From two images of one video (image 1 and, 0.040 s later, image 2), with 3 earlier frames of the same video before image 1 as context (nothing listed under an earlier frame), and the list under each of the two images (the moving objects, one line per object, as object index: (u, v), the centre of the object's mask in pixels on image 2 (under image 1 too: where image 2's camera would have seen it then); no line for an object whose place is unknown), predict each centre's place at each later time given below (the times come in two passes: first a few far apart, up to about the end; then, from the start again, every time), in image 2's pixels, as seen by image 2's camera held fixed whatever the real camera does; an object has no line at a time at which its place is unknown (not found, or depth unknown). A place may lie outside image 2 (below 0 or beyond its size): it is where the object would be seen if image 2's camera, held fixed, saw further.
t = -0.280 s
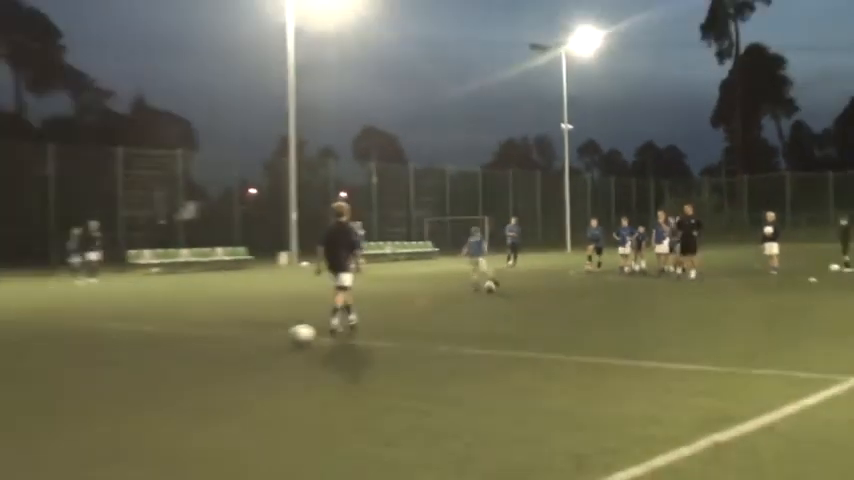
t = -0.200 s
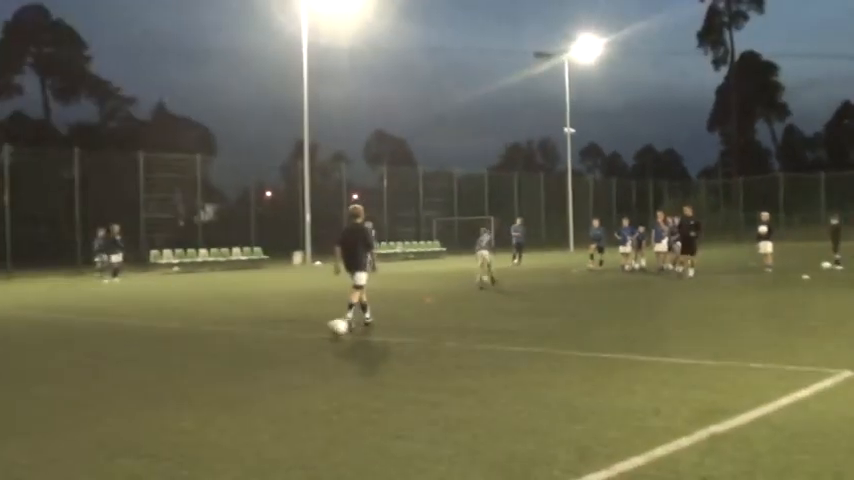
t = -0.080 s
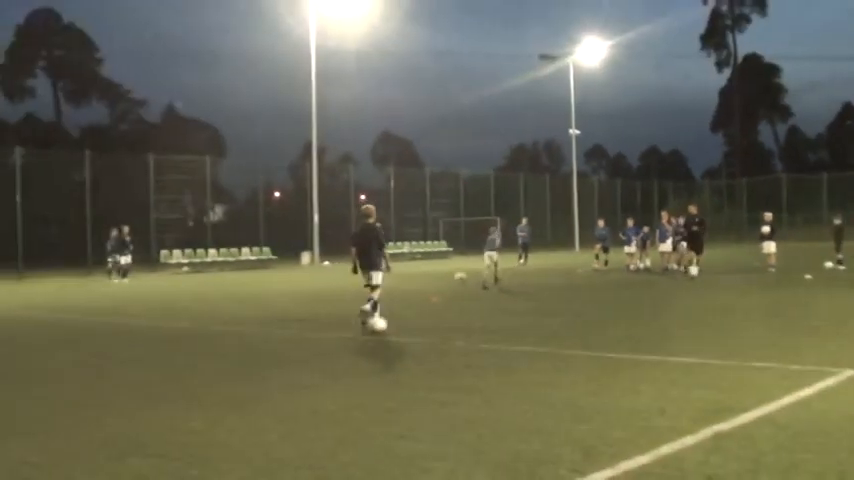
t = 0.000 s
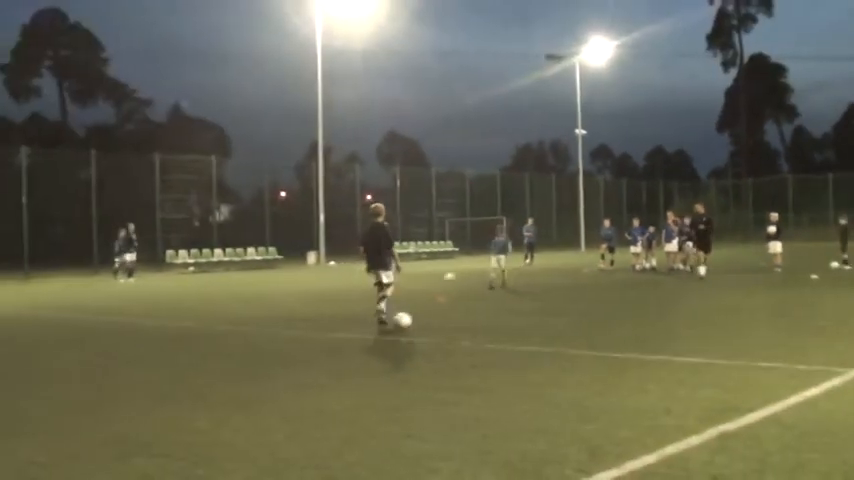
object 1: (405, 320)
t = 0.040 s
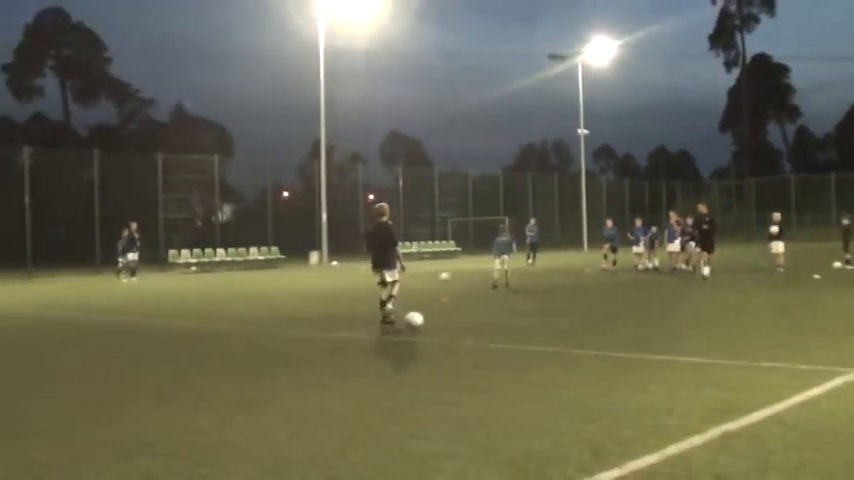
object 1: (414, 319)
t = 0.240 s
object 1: (458, 315)
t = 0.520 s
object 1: (512, 311)
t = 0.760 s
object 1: (553, 308)
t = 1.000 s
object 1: (590, 304)
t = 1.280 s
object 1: (627, 301)
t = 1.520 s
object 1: (656, 298)
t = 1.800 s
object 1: (685, 294)
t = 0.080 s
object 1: (423, 320)
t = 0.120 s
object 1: (432, 318)
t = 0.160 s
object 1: (441, 316)
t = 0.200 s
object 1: (449, 315)
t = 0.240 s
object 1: (458, 315)
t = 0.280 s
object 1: (466, 316)
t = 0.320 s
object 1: (475, 314)
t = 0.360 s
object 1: (482, 312)
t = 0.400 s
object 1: (490, 312)
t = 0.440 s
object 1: (497, 313)
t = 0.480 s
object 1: (505, 313)
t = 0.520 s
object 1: (512, 311)
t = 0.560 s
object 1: (519, 310)
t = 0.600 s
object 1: (527, 311)
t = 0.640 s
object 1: (534, 309)
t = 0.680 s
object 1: (541, 308)
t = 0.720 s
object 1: (547, 308)
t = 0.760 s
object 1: (553, 308)
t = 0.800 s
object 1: (559, 308)
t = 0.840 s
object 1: (566, 307)
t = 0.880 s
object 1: (572, 306)
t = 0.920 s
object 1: (577, 306)
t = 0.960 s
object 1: (583, 305)
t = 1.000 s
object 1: (590, 304)
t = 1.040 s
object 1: (595, 304)
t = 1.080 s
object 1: (600, 304)
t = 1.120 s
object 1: (606, 303)
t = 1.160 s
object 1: (611, 302)
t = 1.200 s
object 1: (617, 302)
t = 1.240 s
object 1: (622, 302)
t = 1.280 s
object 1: (627, 301)
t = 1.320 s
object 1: (632, 300)
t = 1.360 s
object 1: (637, 300)
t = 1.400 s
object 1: (642, 300)
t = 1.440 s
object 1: (647, 299)
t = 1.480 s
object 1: (651, 299)
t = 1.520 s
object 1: (656, 298)
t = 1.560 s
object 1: (660, 298)
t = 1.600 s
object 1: (664, 297)
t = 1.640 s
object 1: (668, 297)
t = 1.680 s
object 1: (672, 296)
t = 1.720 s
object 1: (676, 296)
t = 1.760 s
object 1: (680, 295)
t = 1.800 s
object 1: (685, 294)
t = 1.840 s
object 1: (688, 295)
